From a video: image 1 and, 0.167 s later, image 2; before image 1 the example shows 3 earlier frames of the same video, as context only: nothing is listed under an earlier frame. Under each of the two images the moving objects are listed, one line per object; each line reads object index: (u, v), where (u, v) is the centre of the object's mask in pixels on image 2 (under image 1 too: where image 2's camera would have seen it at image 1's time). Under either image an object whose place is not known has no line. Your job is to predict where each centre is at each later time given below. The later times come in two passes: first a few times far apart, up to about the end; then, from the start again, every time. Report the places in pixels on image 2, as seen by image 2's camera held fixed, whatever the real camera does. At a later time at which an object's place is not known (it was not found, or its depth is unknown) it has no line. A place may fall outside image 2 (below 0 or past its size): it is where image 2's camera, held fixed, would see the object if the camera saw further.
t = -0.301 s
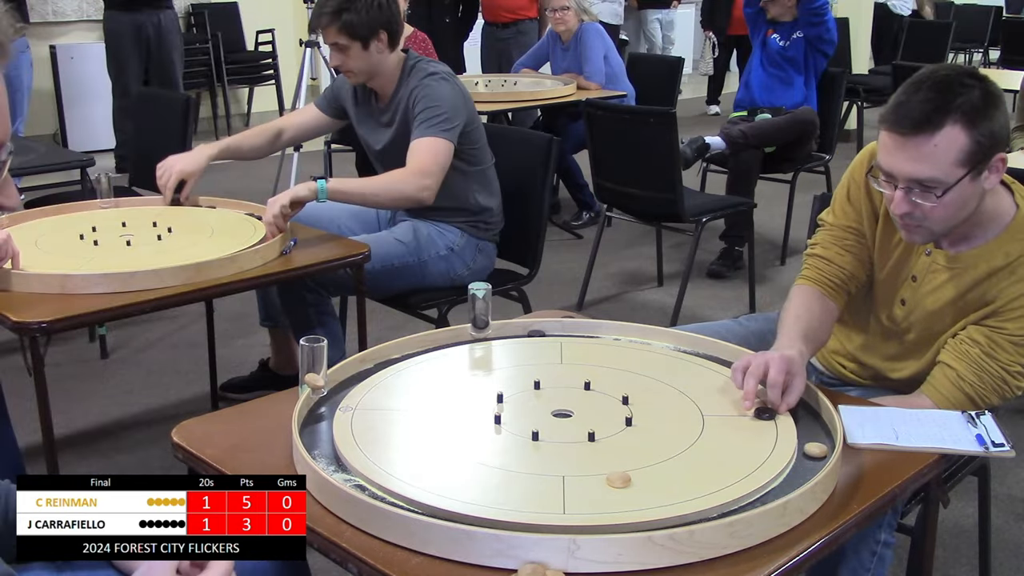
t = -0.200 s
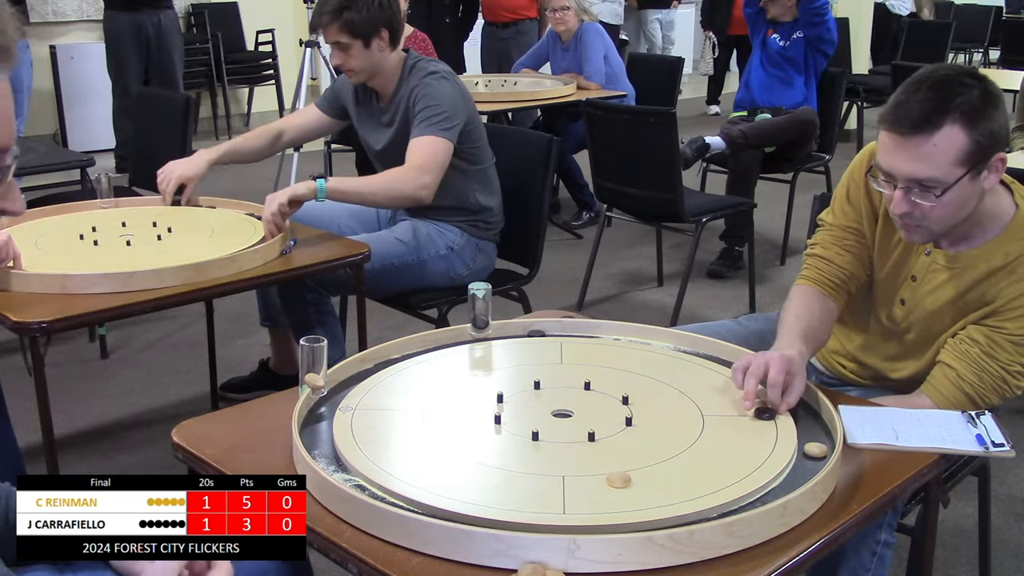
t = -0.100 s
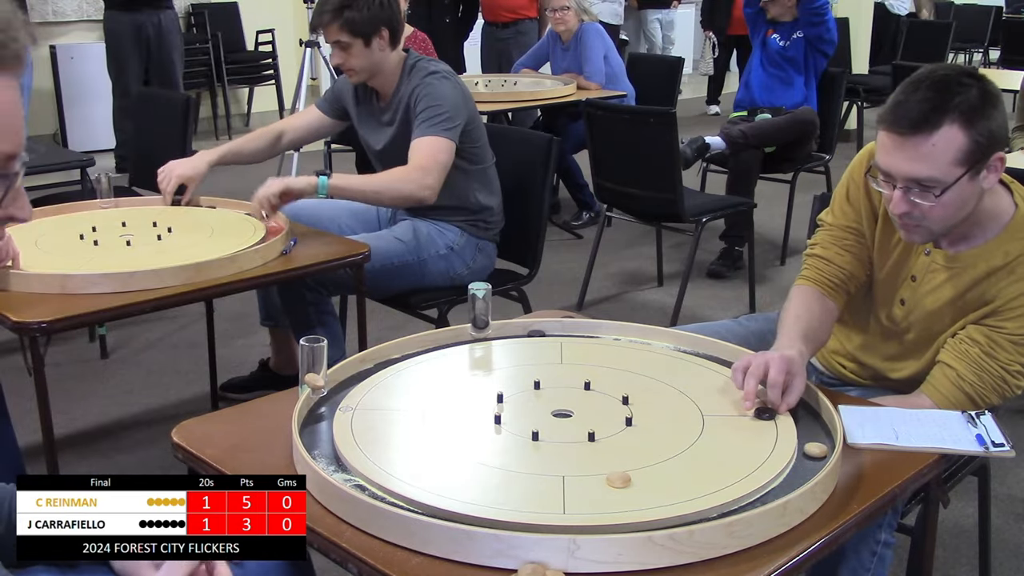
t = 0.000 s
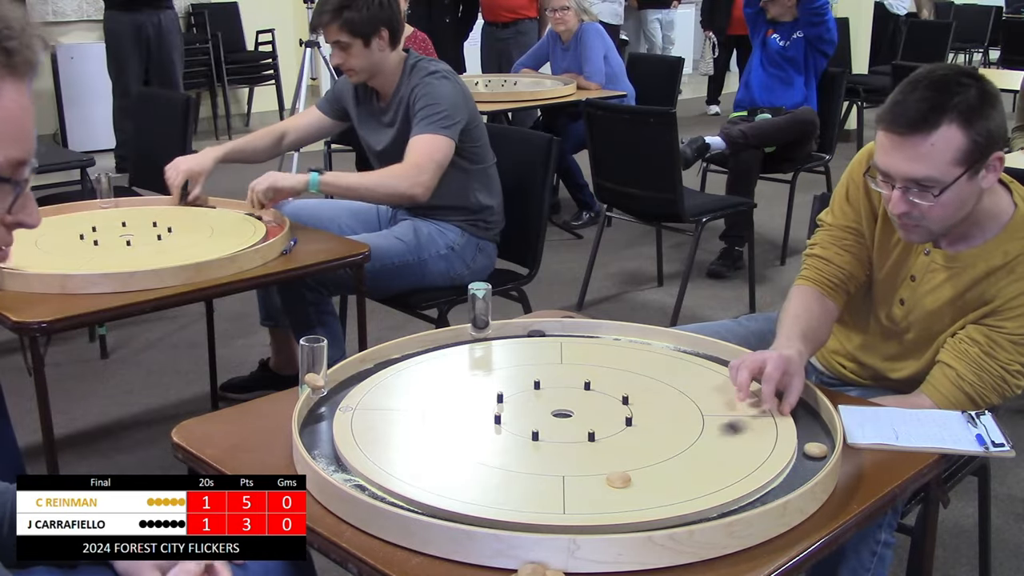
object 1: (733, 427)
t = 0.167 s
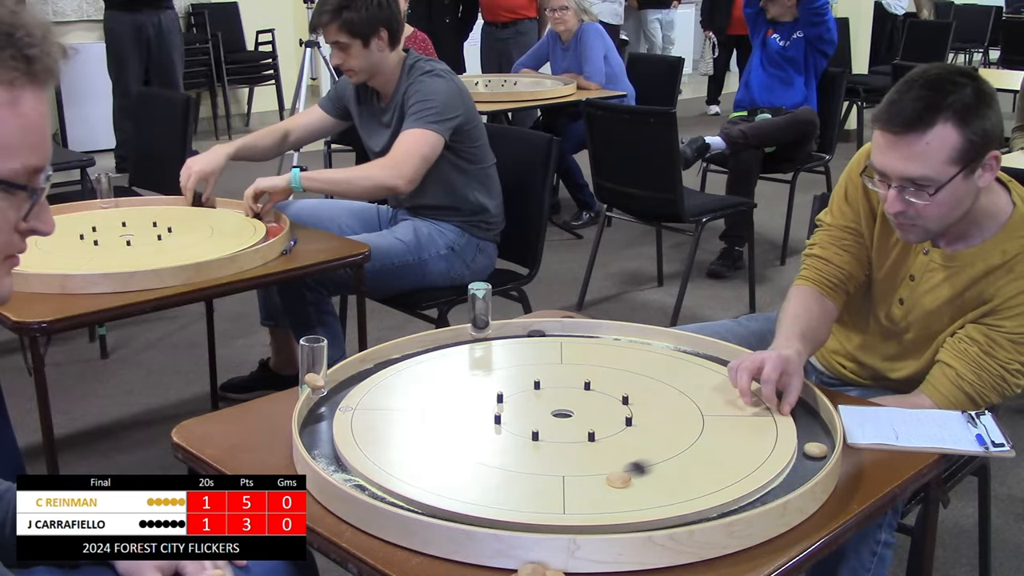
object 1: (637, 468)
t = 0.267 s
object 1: (619, 471)
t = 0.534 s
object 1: (609, 471)
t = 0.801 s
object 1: (609, 471)
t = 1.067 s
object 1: (609, 471)
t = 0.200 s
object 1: (628, 471)
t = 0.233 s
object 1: (623, 471)
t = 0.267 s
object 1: (619, 471)
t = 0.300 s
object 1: (615, 471)
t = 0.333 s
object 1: (612, 471)
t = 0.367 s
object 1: (611, 471)
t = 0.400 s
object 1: (609, 471)
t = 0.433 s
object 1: (609, 471)
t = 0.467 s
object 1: (609, 471)
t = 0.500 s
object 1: (609, 471)
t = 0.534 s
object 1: (609, 471)
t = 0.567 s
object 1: (609, 471)
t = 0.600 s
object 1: (609, 471)
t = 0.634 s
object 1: (609, 471)
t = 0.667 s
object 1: (609, 471)
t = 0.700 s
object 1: (609, 471)
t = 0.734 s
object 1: (609, 471)
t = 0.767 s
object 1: (609, 471)
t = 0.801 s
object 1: (609, 471)
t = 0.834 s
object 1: (609, 471)
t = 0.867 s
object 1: (609, 471)
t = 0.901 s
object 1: (609, 471)
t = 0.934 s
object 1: (609, 471)
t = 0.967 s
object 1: (609, 471)
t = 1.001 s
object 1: (609, 471)
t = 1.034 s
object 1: (609, 471)
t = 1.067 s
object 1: (609, 471)
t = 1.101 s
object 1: (609, 471)
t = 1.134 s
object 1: (609, 471)
